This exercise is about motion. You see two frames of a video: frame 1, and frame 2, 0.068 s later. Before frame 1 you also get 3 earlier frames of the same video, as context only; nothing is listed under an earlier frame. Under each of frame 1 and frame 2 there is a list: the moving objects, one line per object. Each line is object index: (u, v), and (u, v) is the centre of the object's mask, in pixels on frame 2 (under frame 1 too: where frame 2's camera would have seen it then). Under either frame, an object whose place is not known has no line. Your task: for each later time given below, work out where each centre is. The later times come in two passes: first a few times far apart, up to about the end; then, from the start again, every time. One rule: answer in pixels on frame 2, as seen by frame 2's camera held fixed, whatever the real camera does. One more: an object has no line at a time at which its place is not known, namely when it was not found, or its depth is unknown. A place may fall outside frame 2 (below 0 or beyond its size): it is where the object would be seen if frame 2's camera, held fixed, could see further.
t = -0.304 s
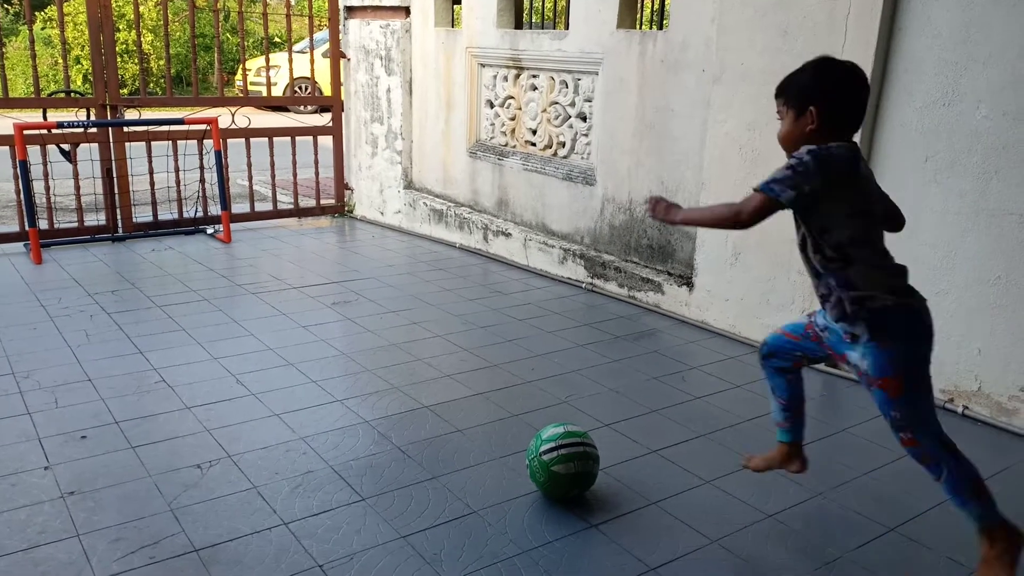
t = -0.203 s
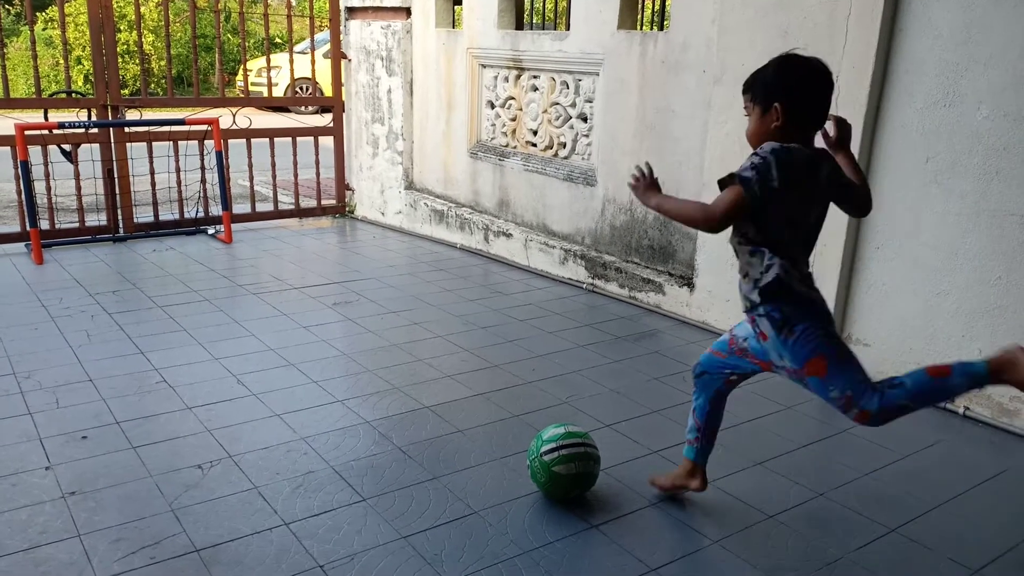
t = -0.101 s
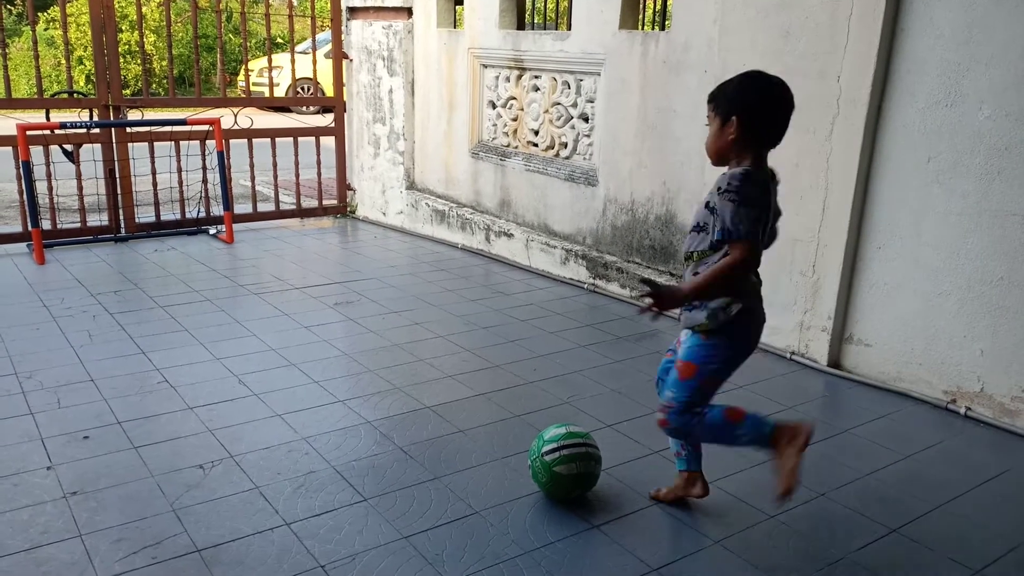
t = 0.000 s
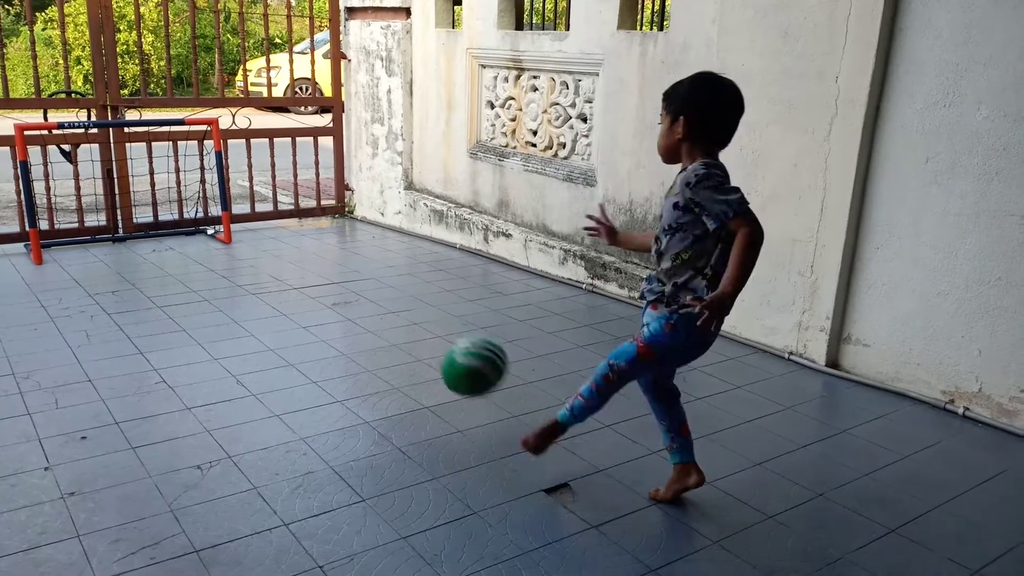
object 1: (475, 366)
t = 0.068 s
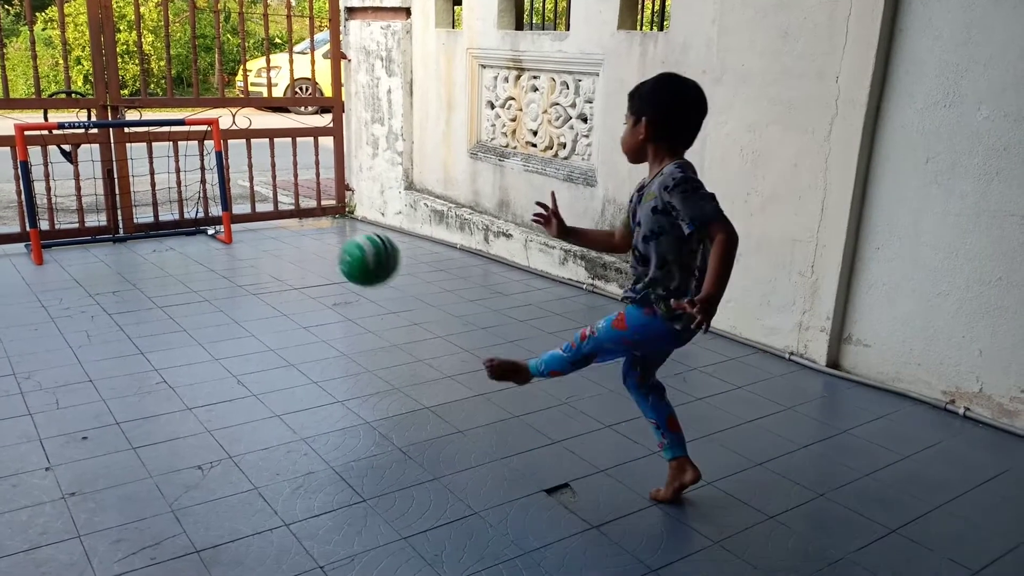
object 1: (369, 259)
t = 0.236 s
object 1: (187, 112)
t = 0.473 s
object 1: (52, 76)
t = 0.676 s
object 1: (99, 114)
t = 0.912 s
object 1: (189, 290)
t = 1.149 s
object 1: (231, 213)
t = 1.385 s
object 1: (297, 277)
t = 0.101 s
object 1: (324, 218)
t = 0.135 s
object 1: (285, 184)
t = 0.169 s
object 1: (248, 154)
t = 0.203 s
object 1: (216, 131)
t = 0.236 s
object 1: (187, 112)
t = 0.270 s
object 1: (161, 98)
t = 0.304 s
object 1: (139, 88)
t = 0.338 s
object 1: (117, 81)
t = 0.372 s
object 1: (99, 77)
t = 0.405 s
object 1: (83, 76)
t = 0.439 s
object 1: (68, 75)
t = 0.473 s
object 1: (52, 76)
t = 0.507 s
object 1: (54, 76)
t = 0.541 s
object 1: (62, 79)
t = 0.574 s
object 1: (70, 83)
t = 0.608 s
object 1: (79, 90)
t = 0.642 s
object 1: (89, 101)
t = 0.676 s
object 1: (99, 114)
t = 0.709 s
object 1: (110, 130)
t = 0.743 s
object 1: (121, 149)
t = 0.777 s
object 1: (133, 172)
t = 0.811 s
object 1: (147, 199)
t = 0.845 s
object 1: (161, 230)
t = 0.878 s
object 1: (176, 265)
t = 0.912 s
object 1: (189, 290)
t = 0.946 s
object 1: (194, 273)
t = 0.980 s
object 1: (199, 258)
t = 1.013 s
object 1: (204, 245)
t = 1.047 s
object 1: (210, 233)
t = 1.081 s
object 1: (216, 224)
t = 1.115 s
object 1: (223, 217)
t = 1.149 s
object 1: (231, 213)
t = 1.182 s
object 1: (238, 213)
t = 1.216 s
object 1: (246, 215)
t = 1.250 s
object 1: (255, 220)
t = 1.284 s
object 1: (264, 229)
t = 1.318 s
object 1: (274, 240)
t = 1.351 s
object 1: (286, 257)
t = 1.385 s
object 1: (297, 277)
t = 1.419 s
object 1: (307, 303)
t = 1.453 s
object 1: (318, 331)
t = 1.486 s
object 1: (329, 364)
